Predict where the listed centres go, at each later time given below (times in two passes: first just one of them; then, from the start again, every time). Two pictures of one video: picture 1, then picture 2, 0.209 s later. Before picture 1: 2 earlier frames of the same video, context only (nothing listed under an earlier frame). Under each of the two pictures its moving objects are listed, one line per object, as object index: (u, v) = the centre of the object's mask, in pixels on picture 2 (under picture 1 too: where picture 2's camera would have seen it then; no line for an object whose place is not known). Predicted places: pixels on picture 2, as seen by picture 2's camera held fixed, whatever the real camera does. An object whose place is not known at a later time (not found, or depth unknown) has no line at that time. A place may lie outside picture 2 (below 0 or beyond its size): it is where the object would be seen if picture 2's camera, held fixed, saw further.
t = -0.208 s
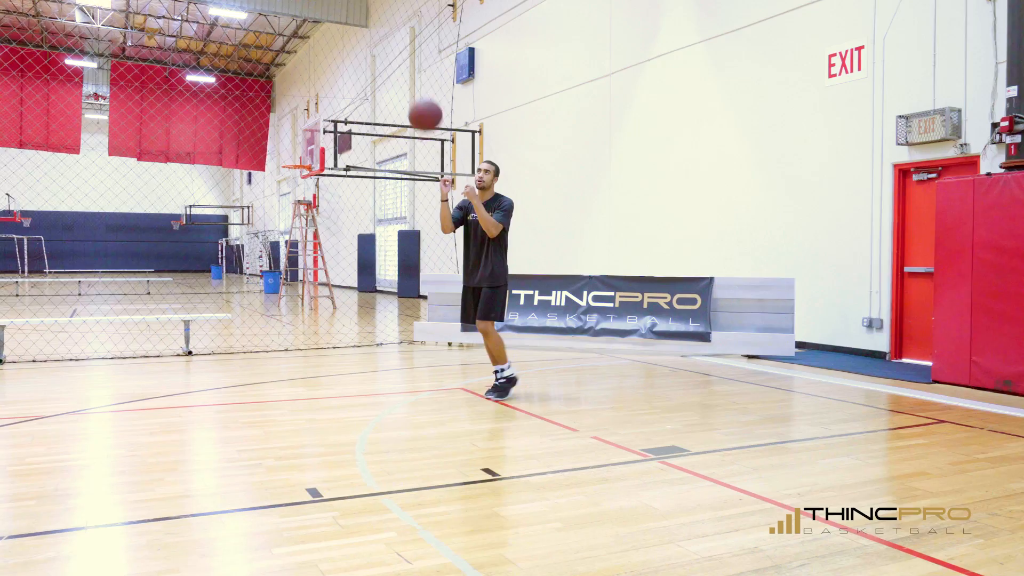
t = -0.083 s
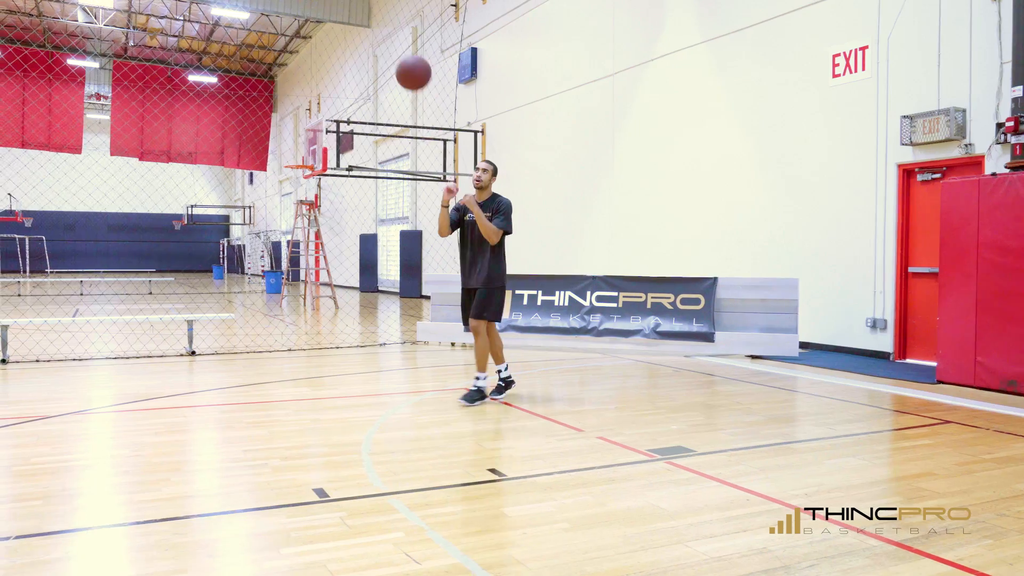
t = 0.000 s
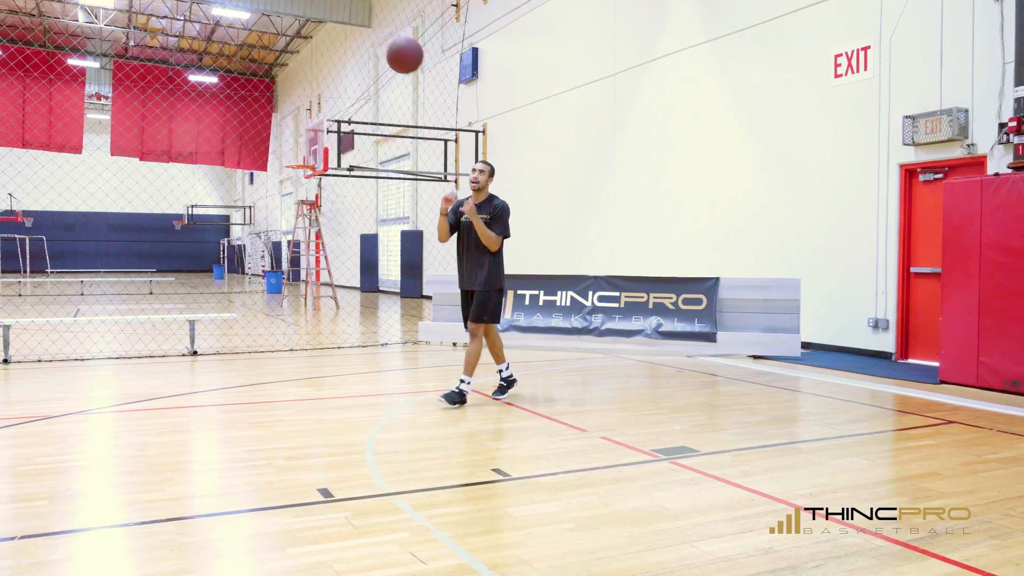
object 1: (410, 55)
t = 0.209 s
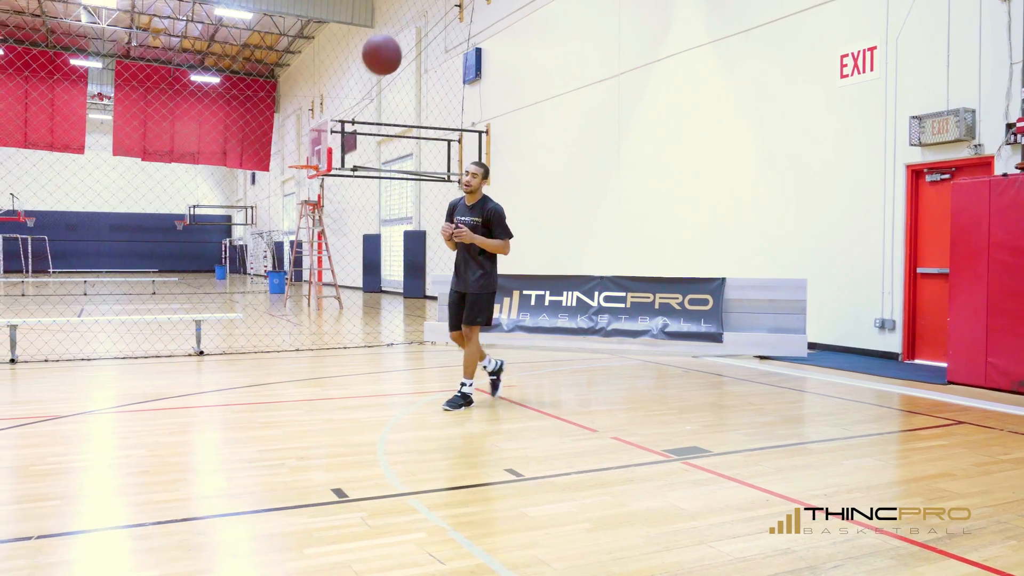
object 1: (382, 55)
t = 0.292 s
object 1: (370, 75)
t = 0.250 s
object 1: (376, 63)
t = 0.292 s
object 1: (370, 75)
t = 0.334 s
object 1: (364, 90)
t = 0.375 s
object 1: (356, 109)
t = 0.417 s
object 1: (348, 134)
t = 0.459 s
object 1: (341, 162)
